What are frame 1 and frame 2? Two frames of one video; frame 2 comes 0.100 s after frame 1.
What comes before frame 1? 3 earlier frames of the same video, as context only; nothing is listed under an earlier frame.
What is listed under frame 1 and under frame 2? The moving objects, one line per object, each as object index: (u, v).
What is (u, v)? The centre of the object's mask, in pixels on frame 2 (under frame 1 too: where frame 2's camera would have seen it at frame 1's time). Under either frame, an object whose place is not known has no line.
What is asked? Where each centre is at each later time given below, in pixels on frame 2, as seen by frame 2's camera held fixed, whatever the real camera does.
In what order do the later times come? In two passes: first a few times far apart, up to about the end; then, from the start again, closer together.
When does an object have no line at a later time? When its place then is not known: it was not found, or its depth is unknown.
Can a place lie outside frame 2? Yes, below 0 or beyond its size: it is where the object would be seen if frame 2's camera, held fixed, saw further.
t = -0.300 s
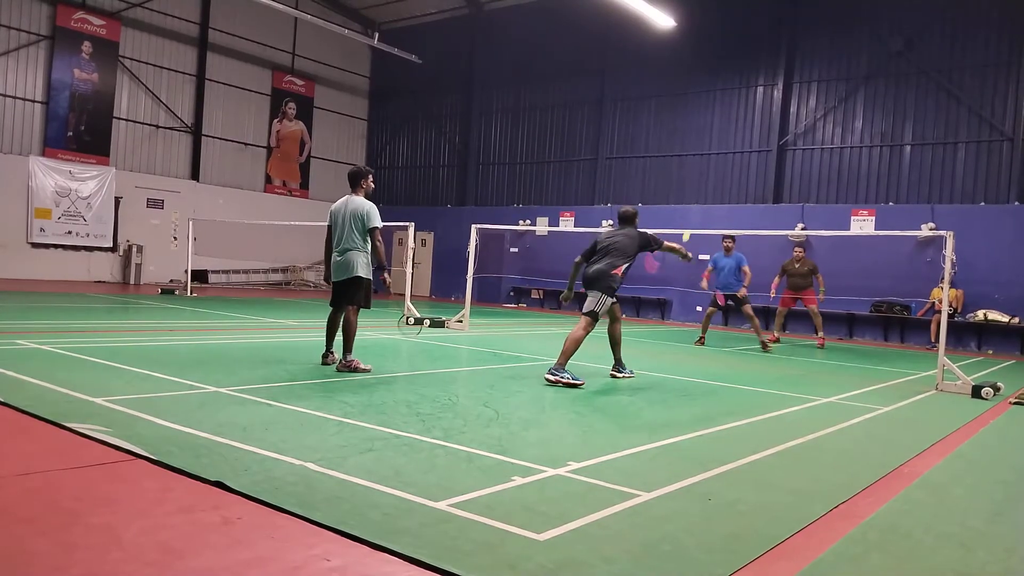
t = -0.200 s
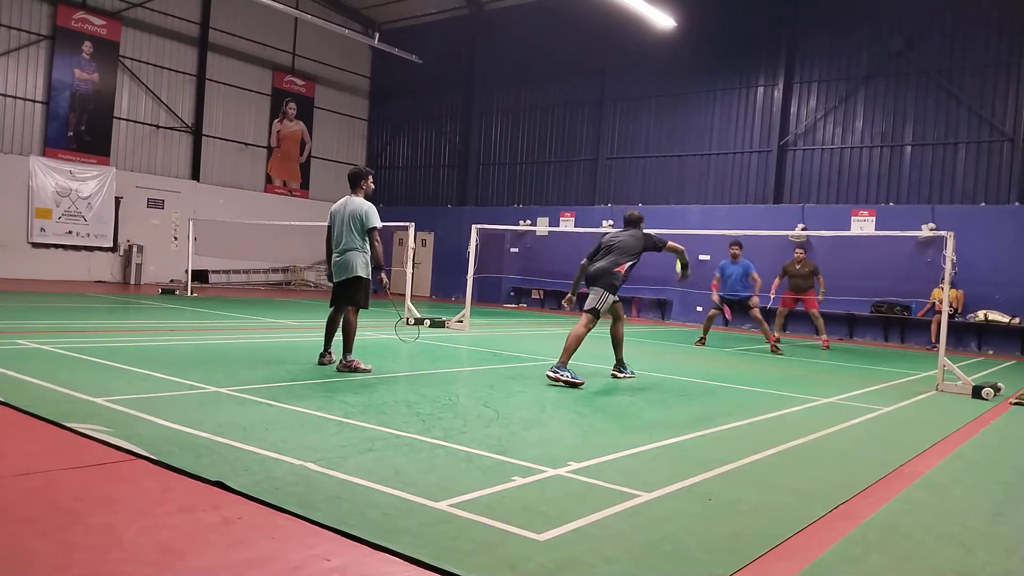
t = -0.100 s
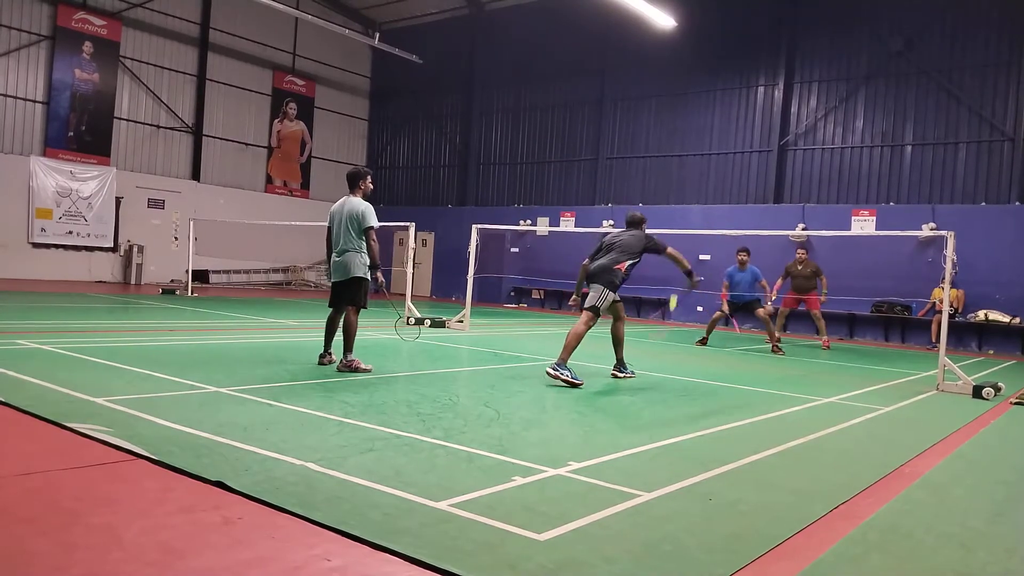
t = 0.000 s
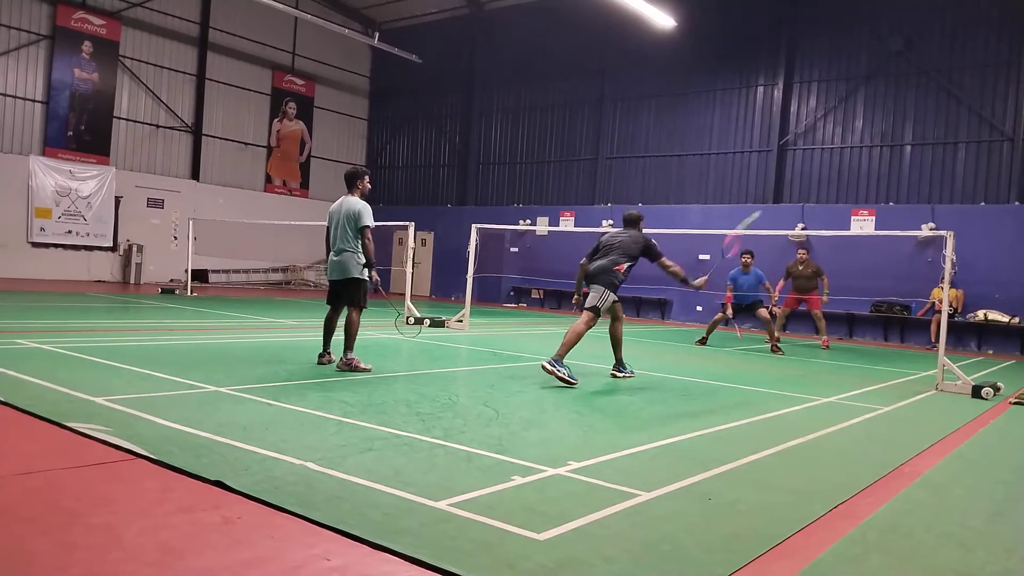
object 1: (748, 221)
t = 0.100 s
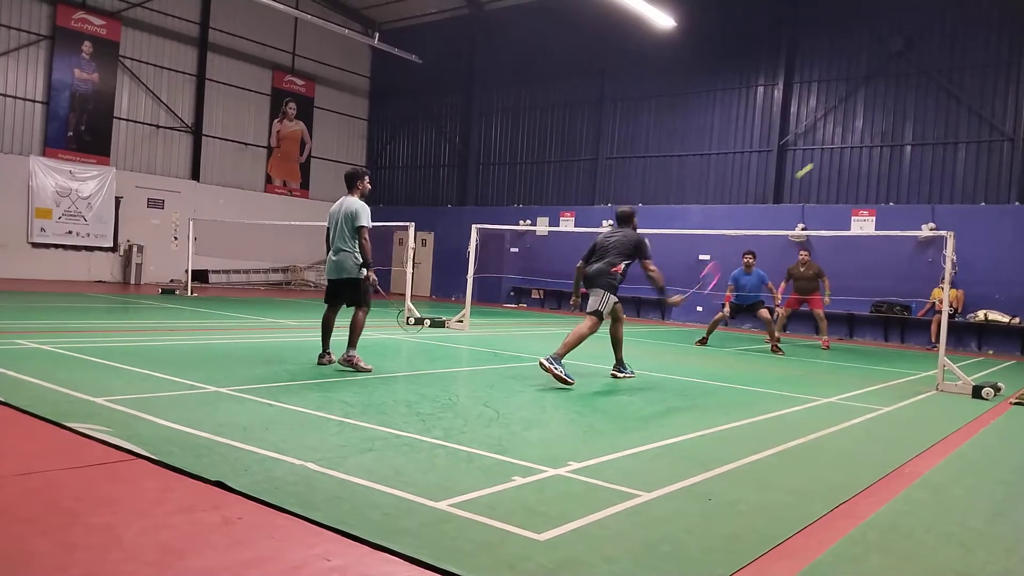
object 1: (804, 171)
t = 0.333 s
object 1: (871, 128)
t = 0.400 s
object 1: (883, 127)
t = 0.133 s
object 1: (818, 160)
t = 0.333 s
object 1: (871, 128)
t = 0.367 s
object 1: (877, 127)
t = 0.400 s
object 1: (883, 127)
